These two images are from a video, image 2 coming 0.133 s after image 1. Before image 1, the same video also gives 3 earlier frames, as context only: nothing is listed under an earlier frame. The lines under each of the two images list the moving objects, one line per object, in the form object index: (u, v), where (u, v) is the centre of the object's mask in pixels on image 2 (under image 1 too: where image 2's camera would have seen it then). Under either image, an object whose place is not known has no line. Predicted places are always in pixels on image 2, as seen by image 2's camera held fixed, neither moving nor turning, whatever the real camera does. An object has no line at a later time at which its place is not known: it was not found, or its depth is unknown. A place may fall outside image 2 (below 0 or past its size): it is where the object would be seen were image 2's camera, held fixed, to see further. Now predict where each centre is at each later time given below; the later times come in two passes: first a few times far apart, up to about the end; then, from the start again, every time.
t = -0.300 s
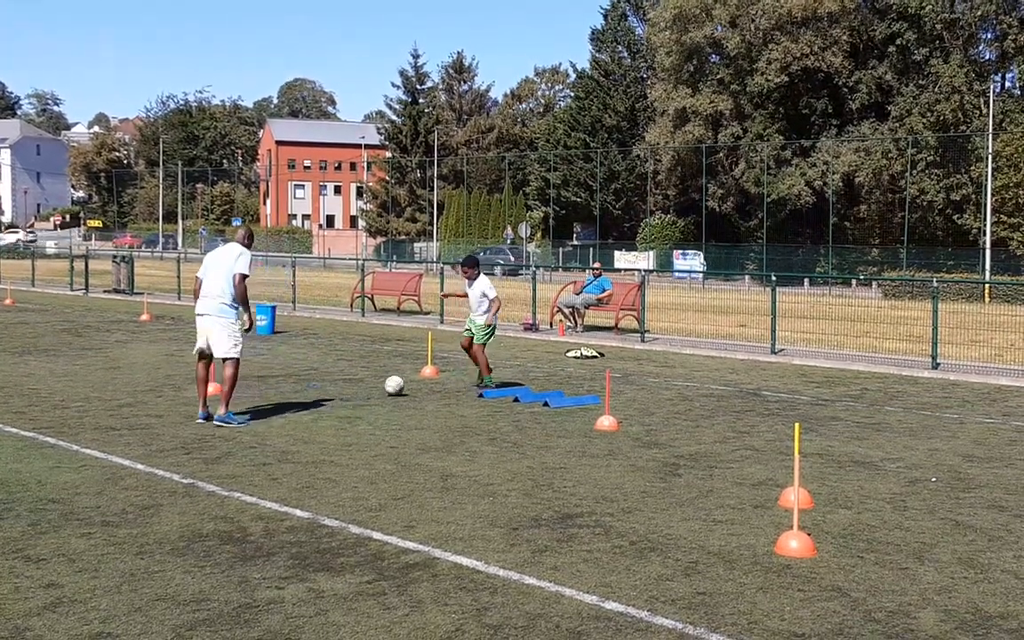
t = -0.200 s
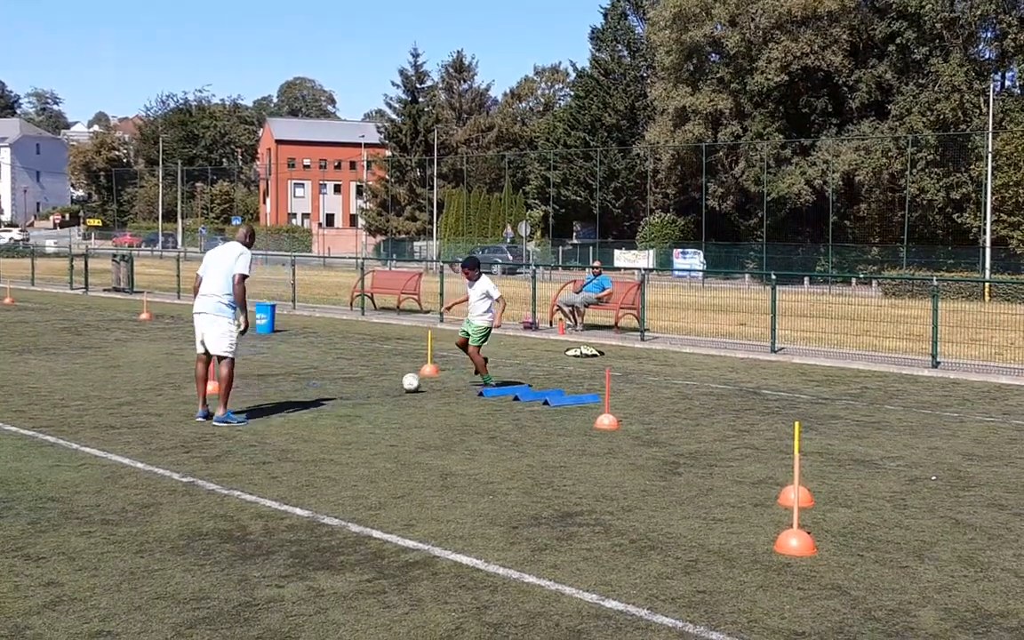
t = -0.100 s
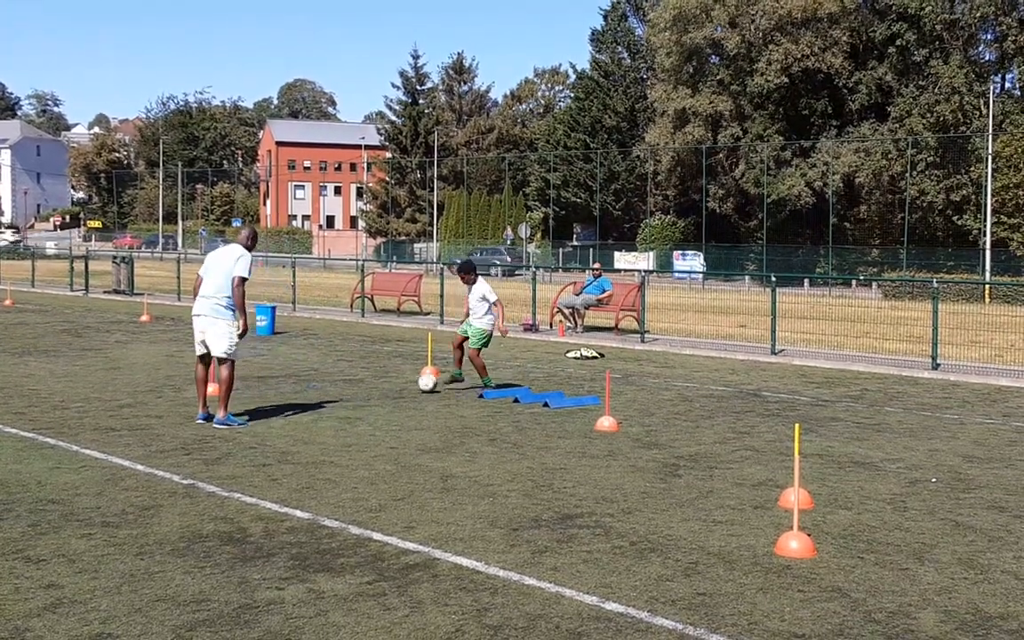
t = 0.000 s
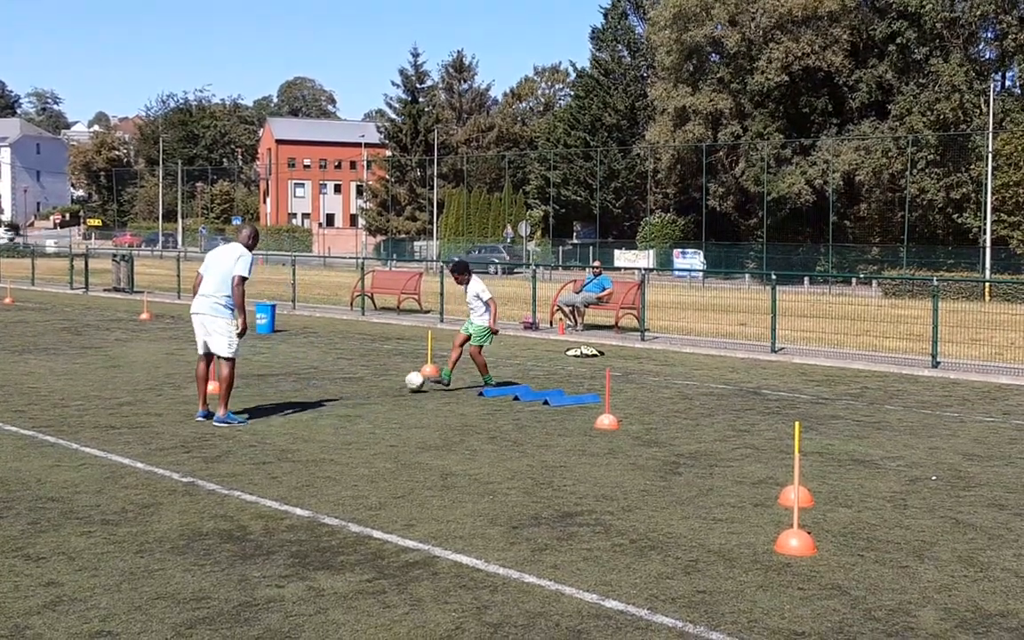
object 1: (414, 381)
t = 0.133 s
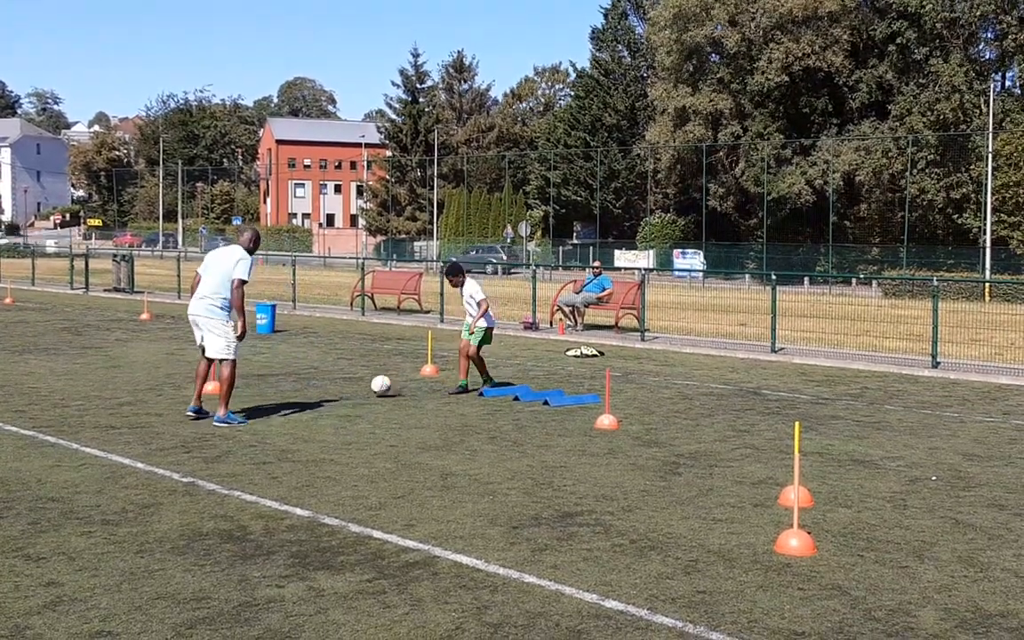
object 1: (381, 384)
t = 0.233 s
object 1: (358, 390)
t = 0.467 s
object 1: (320, 395)
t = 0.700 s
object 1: (283, 400)
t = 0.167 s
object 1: (373, 386)
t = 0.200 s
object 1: (365, 388)
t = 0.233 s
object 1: (358, 390)
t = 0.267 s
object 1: (352, 390)
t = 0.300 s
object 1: (346, 390)
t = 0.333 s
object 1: (340, 392)
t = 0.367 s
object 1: (335, 393)
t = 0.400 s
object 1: (329, 393)
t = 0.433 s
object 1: (324, 394)
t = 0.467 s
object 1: (320, 395)
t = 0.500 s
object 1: (314, 396)
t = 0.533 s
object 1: (309, 396)
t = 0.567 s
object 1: (303, 398)
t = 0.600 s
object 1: (298, 397)
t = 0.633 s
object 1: (293, 398)
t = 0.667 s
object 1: (288, 399)
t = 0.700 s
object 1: (283, 400)
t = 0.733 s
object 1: (278, 401)
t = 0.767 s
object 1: (272, 402)
